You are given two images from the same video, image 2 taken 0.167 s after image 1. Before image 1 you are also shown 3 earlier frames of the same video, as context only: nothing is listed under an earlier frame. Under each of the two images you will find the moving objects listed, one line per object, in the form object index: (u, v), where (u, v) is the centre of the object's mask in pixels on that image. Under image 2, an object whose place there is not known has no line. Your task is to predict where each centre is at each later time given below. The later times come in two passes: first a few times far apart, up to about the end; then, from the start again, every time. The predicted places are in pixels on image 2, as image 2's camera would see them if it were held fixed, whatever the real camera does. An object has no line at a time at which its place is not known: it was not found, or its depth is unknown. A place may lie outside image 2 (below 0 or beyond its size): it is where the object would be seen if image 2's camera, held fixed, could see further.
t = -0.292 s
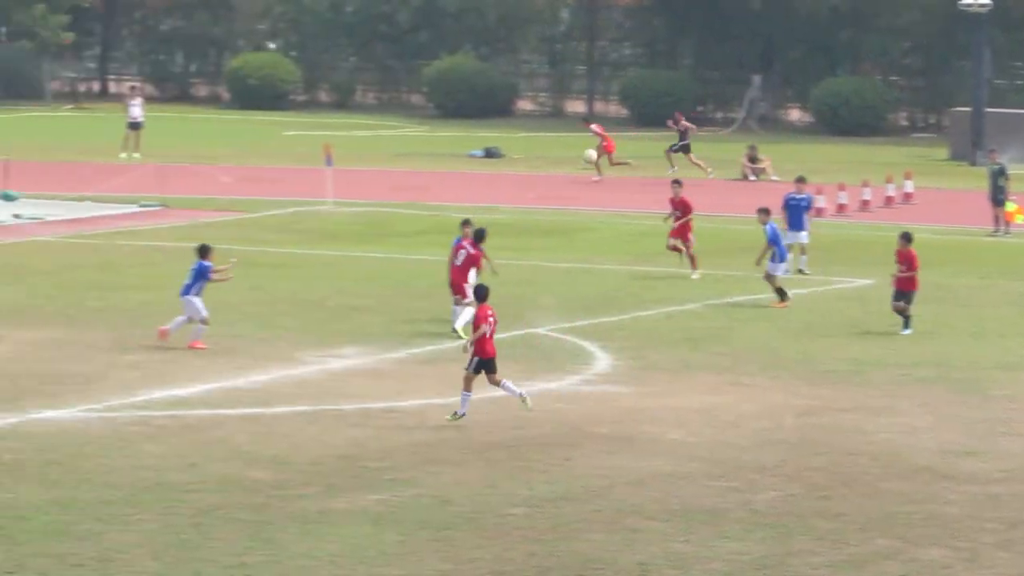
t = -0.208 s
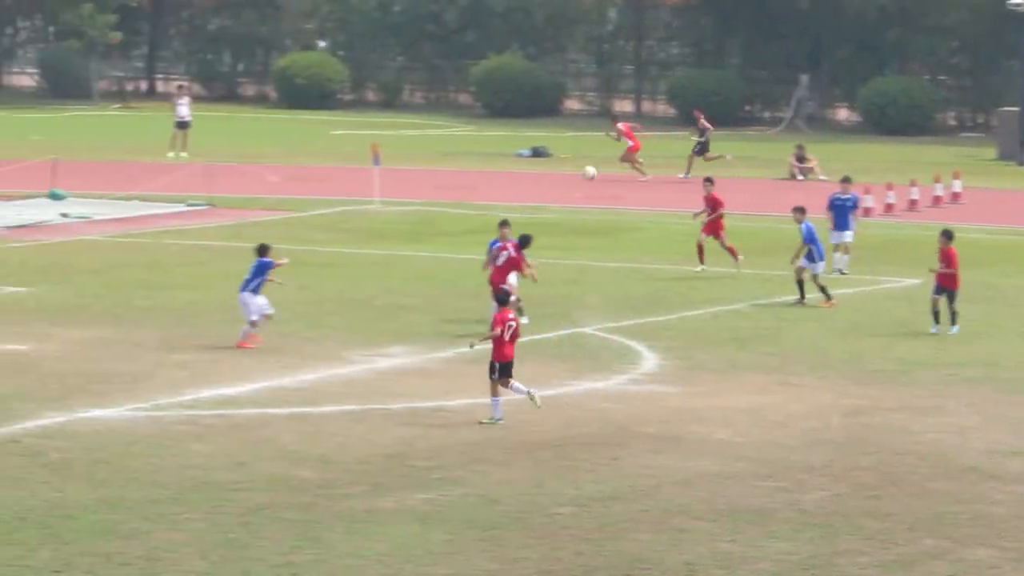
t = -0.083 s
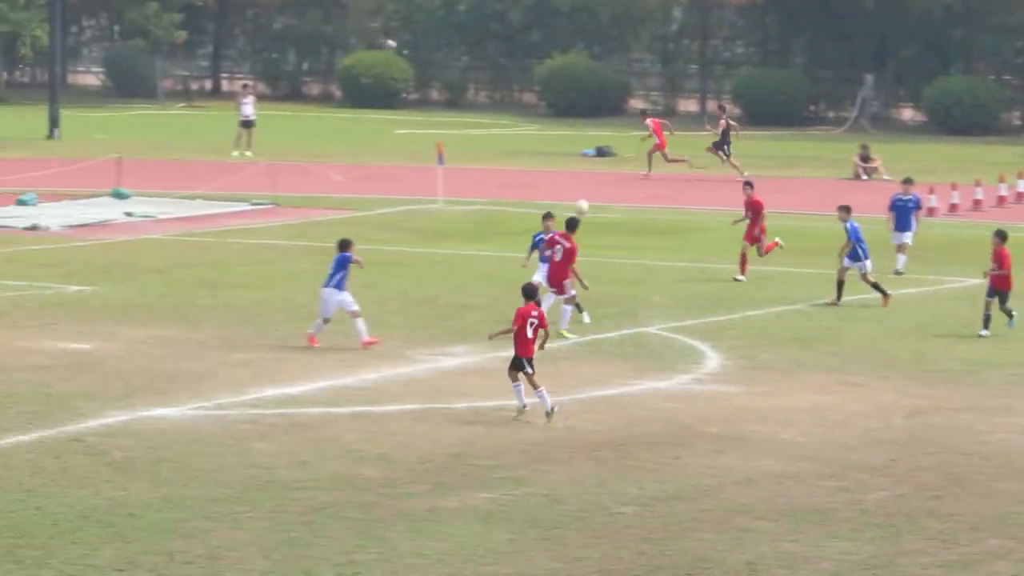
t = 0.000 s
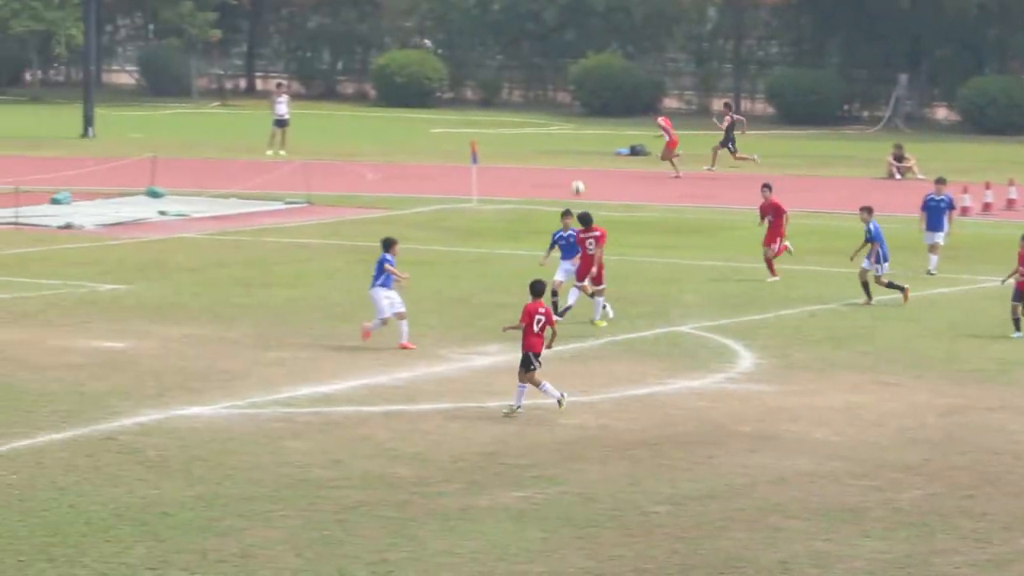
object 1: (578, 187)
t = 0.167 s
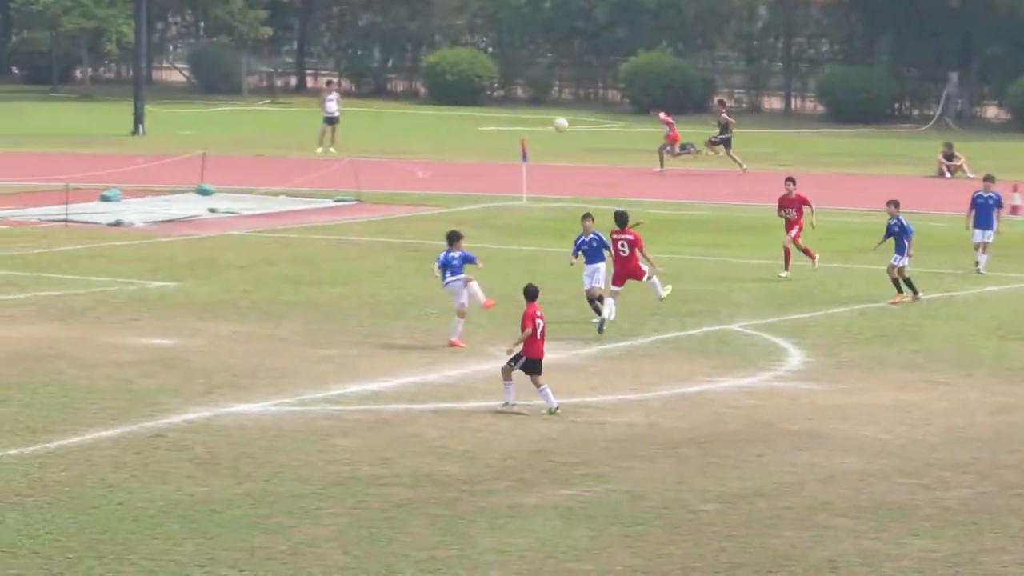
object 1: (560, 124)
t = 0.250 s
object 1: (528, 100)
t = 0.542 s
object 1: (416, 51)
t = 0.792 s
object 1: (324, 49)
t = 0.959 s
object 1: (263, 69)
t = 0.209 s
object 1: (544, 111)
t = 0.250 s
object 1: (528, 100)
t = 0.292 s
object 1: (512, 91)
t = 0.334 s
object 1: (495, 82)
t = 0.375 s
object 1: (479, 73)
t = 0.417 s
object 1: (463, 66)
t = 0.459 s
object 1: (448, 60)
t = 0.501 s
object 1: (432, 55)
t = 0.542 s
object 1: (416, 51)
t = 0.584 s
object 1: (401, 48)
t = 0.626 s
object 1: (385, 46)
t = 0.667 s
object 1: (370, 45)
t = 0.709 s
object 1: (355, 45)
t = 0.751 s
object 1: (339, 47)
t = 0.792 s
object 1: (324, 49)
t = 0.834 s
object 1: (309, 52)
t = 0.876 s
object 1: (294, 57)
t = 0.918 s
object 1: (278, 63)
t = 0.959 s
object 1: (263, 69)
